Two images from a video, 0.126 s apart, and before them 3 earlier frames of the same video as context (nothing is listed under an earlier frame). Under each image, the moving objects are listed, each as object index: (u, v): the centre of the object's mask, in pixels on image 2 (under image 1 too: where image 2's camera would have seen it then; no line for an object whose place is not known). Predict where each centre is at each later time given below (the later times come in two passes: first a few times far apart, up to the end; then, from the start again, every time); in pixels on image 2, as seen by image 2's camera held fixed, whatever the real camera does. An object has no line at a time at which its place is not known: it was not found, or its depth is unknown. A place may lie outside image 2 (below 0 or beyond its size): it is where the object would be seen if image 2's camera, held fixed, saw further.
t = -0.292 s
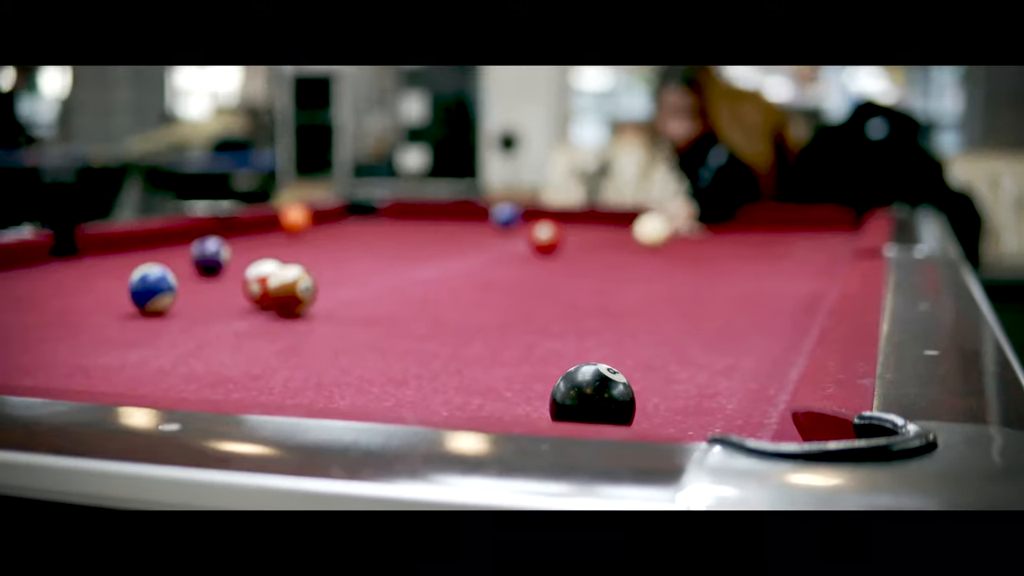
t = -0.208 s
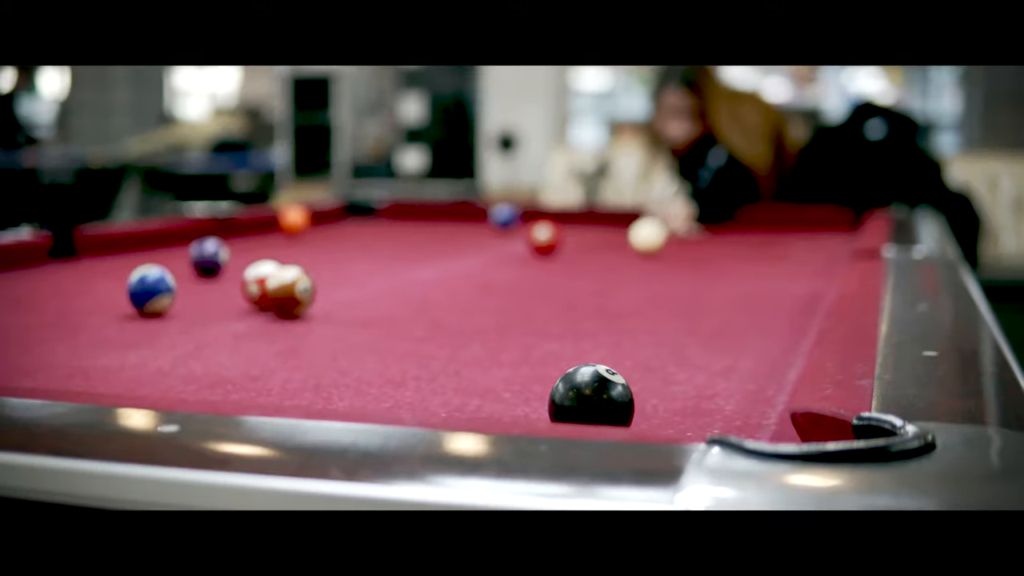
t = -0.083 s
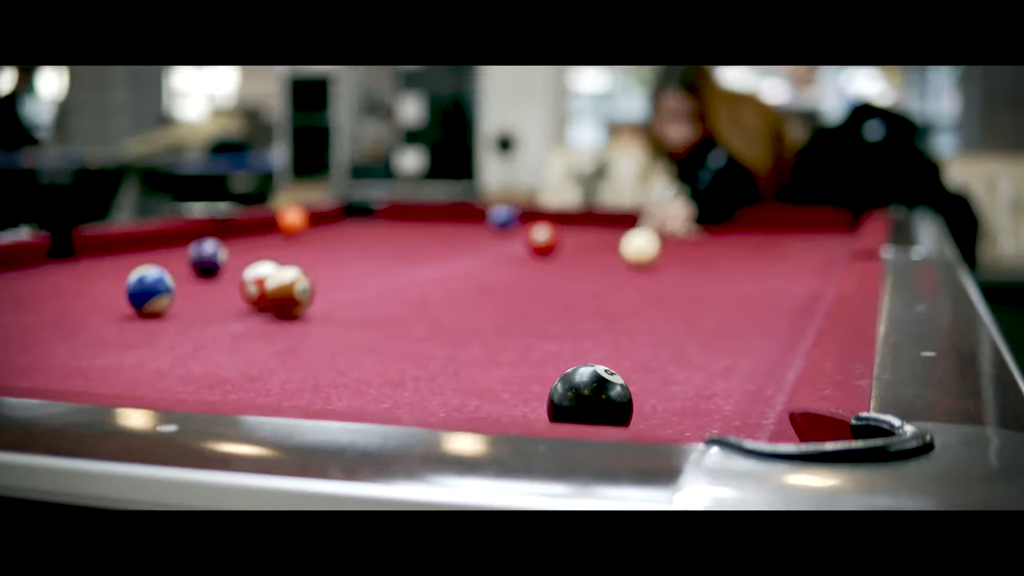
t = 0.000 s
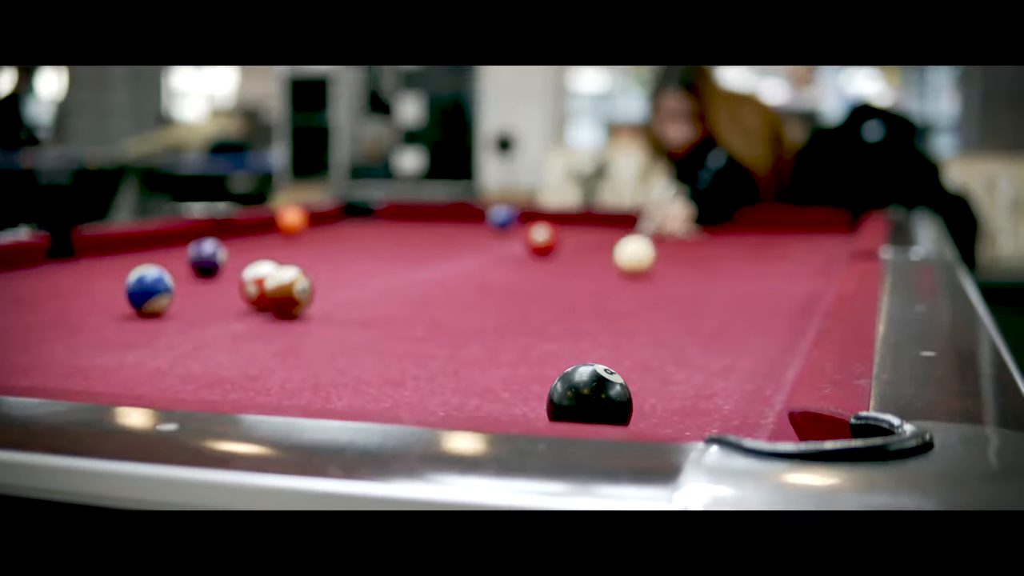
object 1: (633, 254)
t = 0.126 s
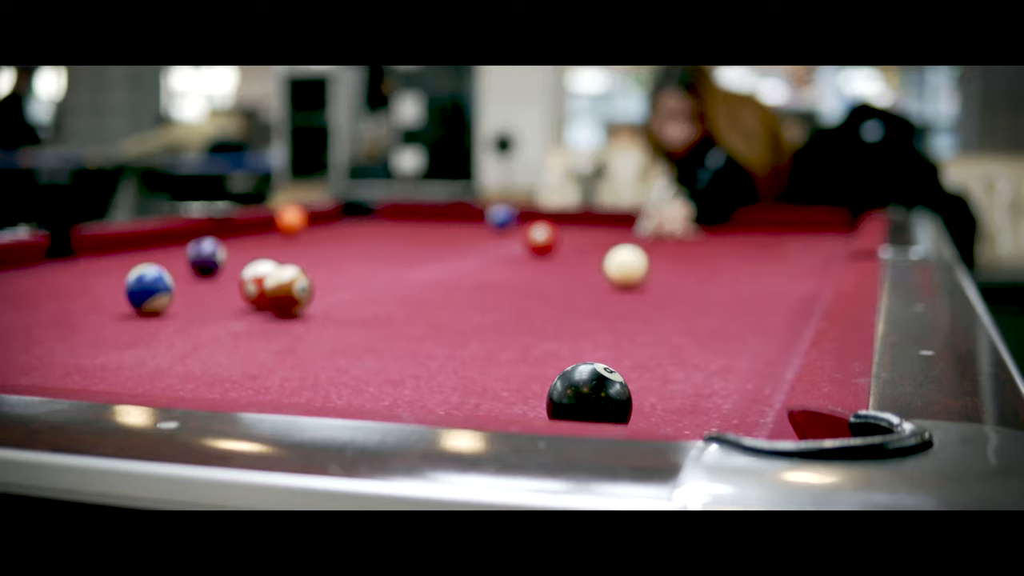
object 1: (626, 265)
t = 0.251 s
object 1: (616, 278)
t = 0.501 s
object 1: (591, 313)
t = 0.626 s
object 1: (572, 335)
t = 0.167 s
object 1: (623, 269)
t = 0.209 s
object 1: (620, 273)
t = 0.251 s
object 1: (616, 278)
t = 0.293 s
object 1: (613, 282)
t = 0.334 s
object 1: (609, 288)
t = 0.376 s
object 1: (605, 293)
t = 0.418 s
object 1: (601, 299)
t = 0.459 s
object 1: (596, 306)
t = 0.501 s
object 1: (591, 313)
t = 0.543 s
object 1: (585, 320)
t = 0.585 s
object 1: (579, 327)
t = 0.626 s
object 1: (572, 335)
